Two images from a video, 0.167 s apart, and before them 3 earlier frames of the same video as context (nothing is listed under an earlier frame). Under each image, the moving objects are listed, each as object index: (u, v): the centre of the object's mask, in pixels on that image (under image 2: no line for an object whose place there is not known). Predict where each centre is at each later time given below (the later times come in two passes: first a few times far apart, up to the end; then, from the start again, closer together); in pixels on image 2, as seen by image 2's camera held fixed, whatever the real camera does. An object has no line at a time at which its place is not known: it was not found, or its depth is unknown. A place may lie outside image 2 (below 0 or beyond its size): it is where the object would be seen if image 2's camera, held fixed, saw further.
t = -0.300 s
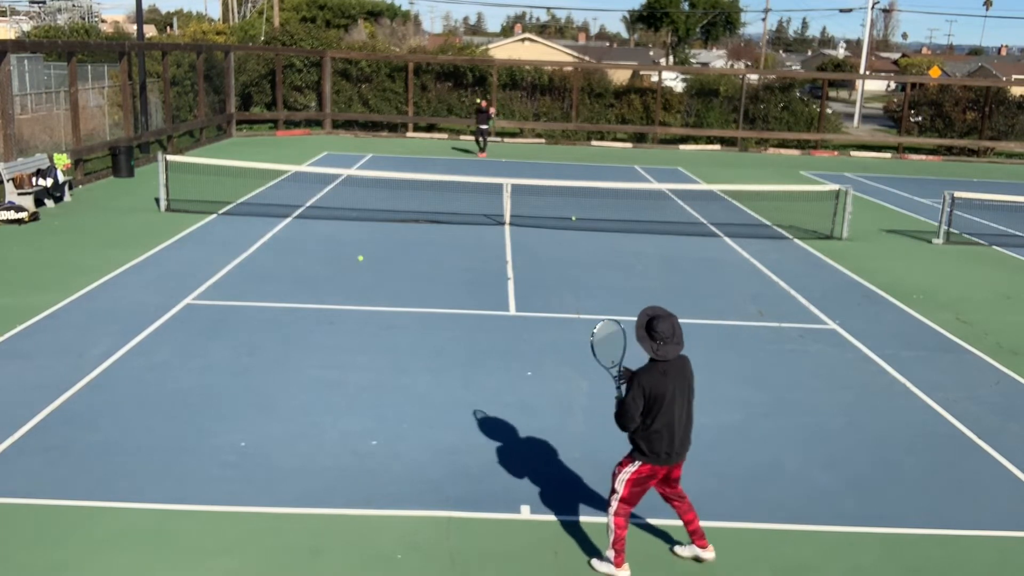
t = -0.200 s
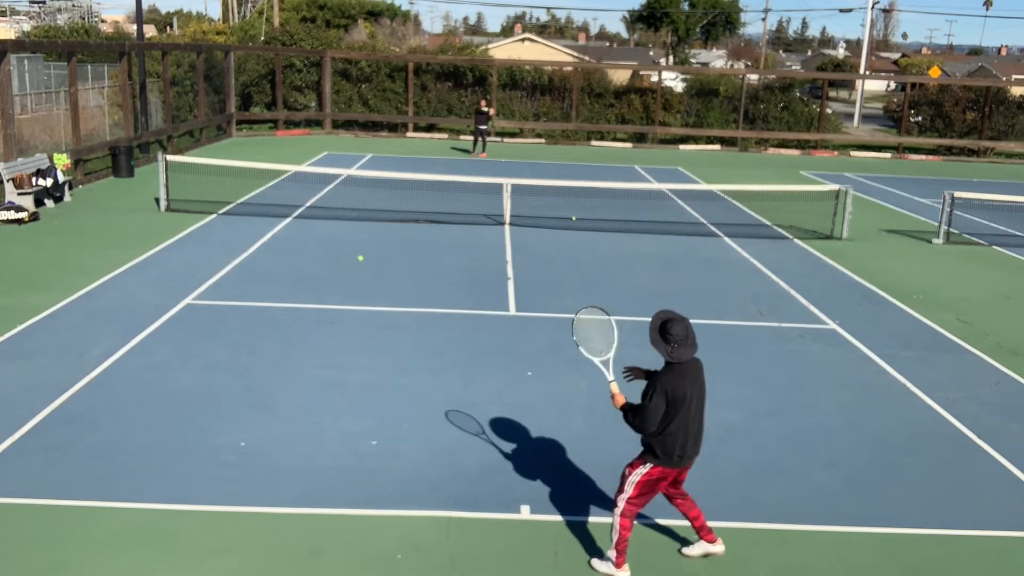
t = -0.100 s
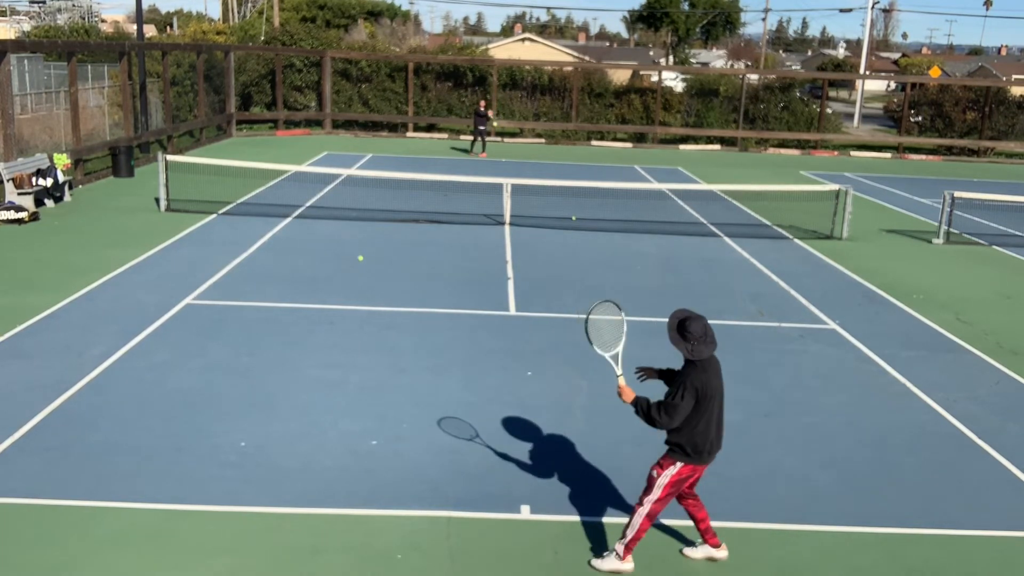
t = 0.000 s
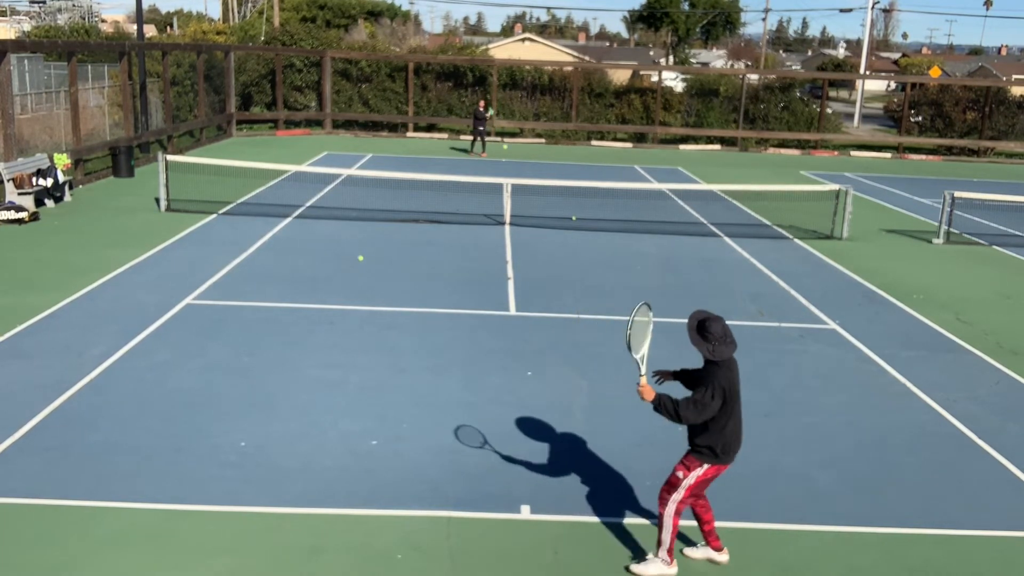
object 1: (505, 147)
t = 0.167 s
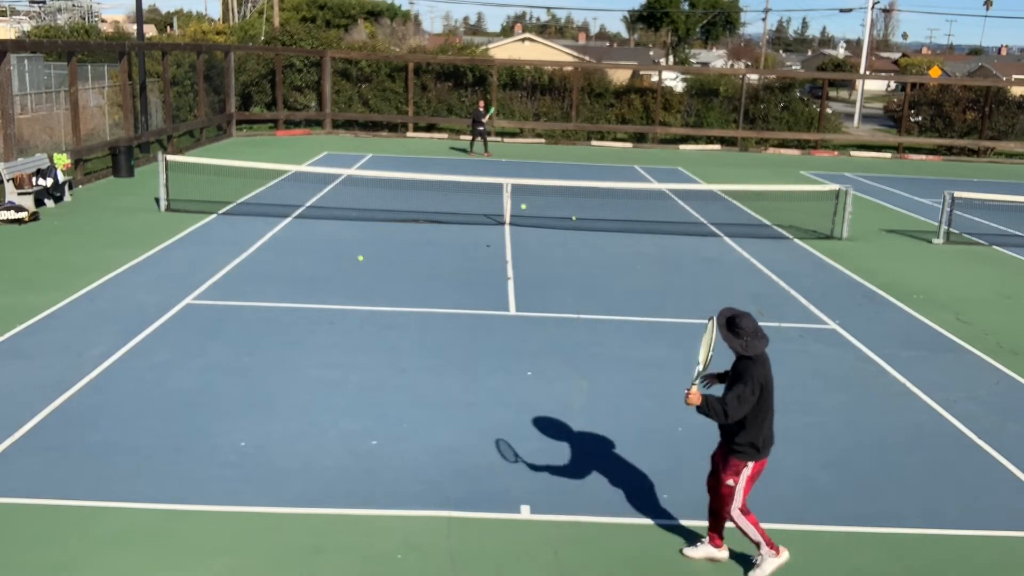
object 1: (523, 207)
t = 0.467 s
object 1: (564, 286)
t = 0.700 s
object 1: (604, 292)
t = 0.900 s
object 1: (649, 355)
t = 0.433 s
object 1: (559, 289)
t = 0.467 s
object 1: (564, 286)
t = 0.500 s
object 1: (569, 284)
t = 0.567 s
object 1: (580, 283)
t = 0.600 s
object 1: (585, 283)
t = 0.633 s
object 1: (592, 285)
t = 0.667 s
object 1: (597, 288)
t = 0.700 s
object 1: (604, 292)
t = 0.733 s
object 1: (611, 299)
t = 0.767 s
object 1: (618, 306)
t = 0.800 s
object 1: (625, 315)
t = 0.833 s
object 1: (632, 327)
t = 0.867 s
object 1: (641, 340)
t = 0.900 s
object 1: (649, 355)
